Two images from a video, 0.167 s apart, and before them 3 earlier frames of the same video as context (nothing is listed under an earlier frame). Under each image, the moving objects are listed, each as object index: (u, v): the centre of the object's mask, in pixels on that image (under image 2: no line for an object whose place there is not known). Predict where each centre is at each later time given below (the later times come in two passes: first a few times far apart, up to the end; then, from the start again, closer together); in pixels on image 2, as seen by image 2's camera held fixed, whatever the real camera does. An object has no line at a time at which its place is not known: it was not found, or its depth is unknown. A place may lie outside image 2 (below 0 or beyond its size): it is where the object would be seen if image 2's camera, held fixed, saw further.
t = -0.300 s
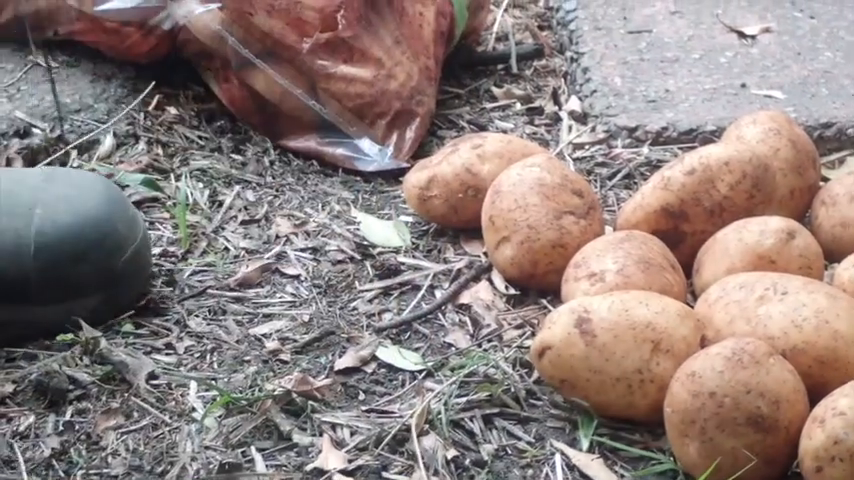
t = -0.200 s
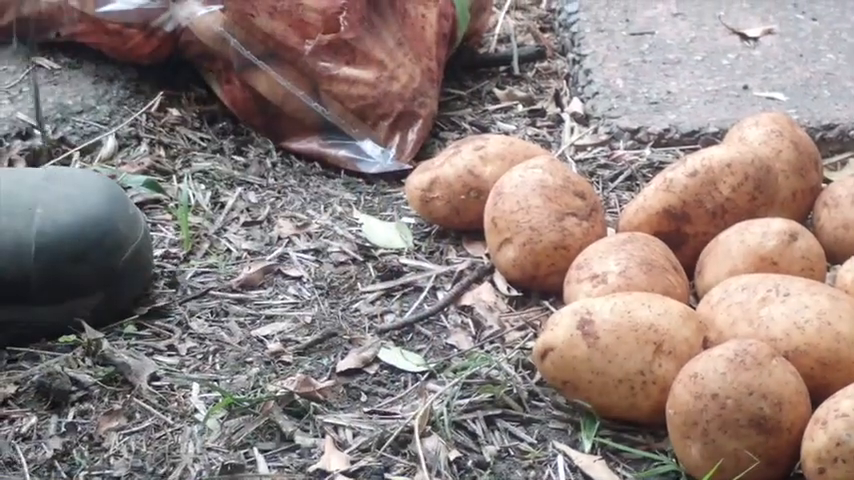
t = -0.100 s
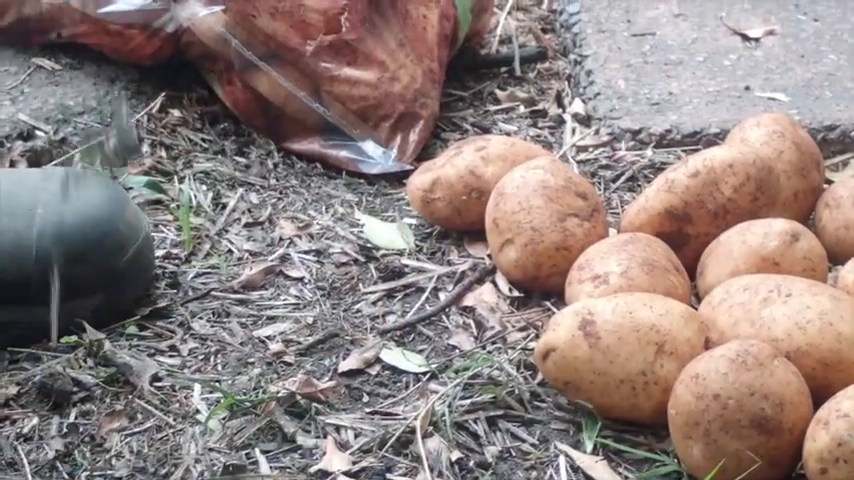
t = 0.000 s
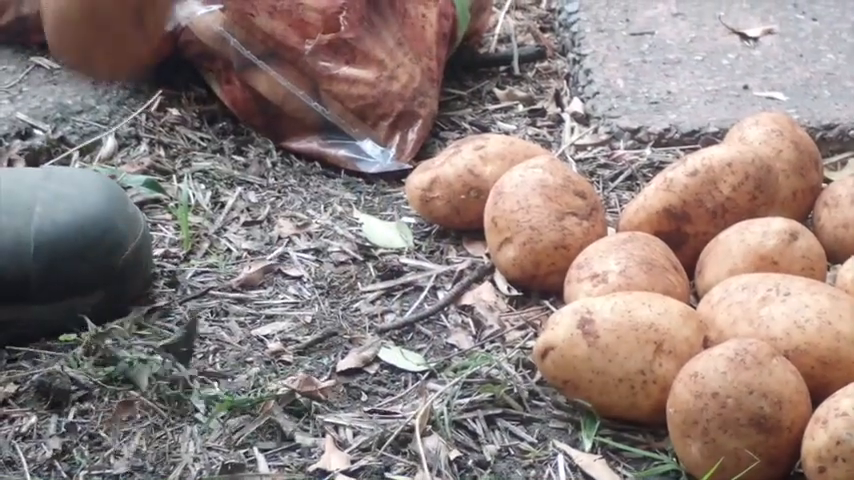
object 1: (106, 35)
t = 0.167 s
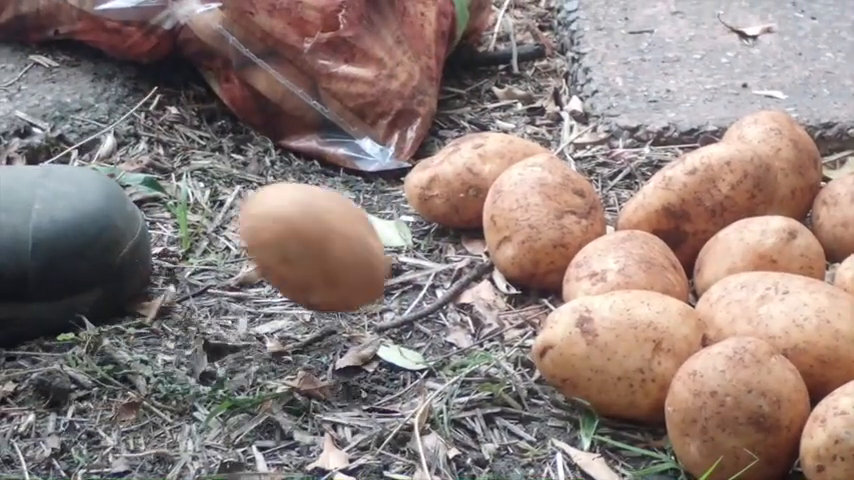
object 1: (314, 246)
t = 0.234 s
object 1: (417, 292)
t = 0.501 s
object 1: (487, 294)
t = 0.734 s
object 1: (445, 306)
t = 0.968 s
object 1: (446, 306)
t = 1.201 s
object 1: (447, 307)
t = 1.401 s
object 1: (453, 302)
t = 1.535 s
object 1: (431, 305)
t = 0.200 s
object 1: (363, 277)
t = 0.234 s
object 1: (417, 292)
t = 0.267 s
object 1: (476, 299)
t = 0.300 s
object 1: (494, 292)
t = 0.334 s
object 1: (497, 290)
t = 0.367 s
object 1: (499, 288)
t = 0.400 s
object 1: (498, 287)
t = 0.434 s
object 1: (496, 288)
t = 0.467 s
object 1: (493, 290)
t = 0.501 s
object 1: (487, 294)
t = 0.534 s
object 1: (479, 298)
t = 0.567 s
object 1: (471, 302)
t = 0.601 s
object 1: (461, 304)
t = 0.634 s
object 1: (452, 304)
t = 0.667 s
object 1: (443, 305)
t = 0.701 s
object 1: (442, 305)
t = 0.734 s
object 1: (445, 306)
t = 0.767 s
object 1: (450, 306)
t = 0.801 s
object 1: (451, 306)
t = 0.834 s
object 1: (451, 306)
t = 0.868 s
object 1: (450, 306)
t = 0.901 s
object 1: (447, 306)
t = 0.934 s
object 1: (446, 307)
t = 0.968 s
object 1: (446, 306)
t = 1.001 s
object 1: (447, 306)
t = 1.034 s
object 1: (447, 306)
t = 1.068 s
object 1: (447, 306)
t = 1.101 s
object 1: (447, 307)
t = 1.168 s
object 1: (447, 307)
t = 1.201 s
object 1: (447, 307)
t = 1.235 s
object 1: (447, 307)
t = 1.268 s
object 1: (447, 307)
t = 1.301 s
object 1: (447, 307)
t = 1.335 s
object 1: (447, 307)
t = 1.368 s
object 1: (447, 307)
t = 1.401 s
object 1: (453, 302)
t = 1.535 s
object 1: (431, 305)
